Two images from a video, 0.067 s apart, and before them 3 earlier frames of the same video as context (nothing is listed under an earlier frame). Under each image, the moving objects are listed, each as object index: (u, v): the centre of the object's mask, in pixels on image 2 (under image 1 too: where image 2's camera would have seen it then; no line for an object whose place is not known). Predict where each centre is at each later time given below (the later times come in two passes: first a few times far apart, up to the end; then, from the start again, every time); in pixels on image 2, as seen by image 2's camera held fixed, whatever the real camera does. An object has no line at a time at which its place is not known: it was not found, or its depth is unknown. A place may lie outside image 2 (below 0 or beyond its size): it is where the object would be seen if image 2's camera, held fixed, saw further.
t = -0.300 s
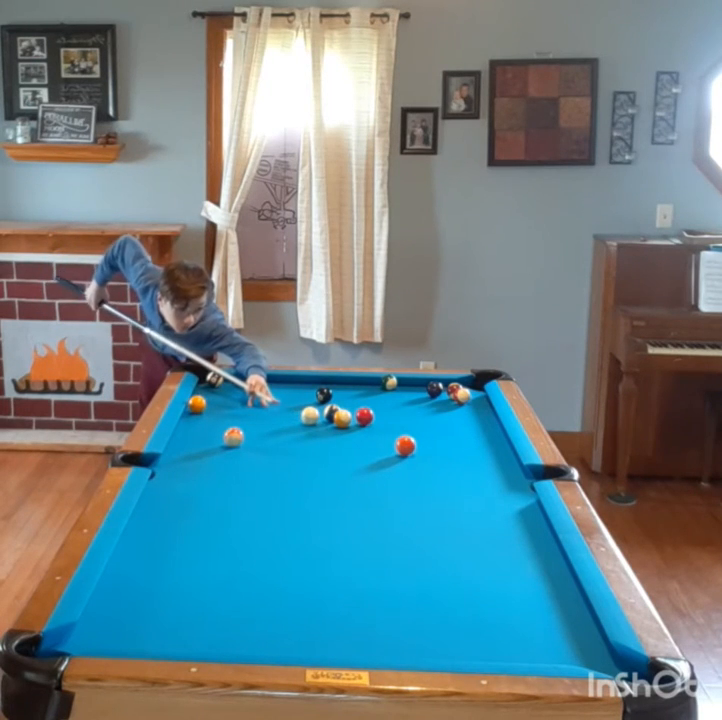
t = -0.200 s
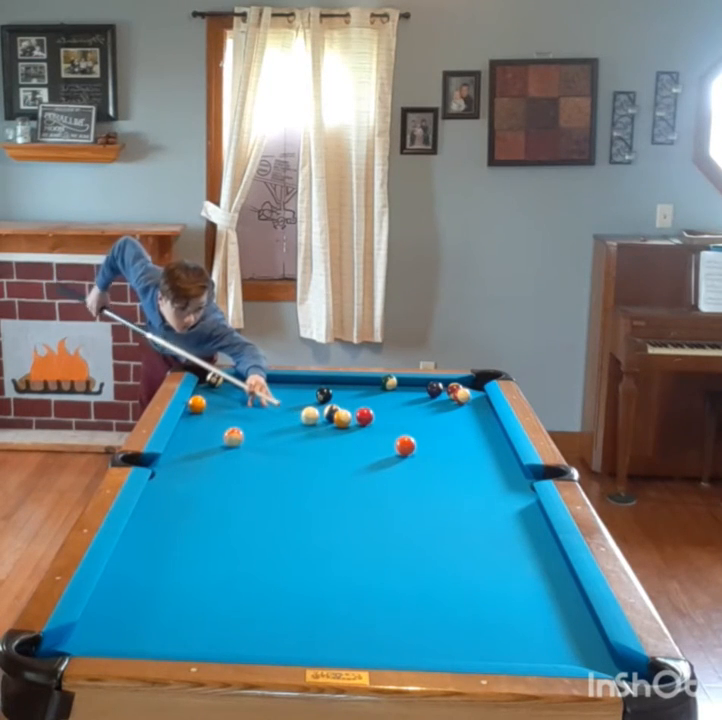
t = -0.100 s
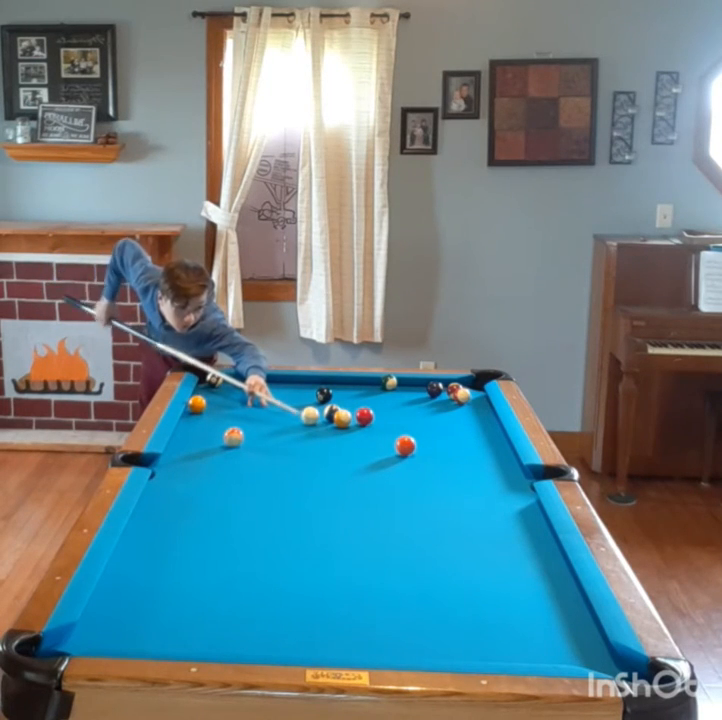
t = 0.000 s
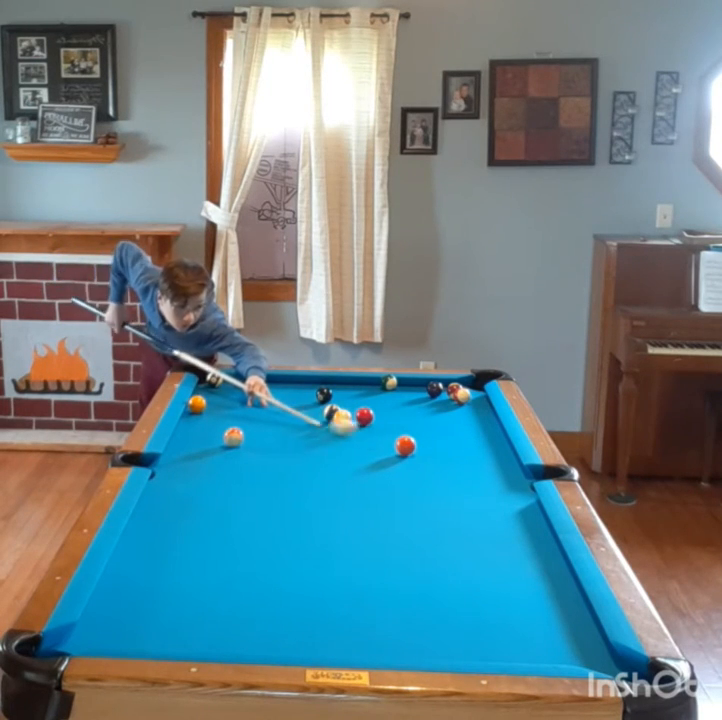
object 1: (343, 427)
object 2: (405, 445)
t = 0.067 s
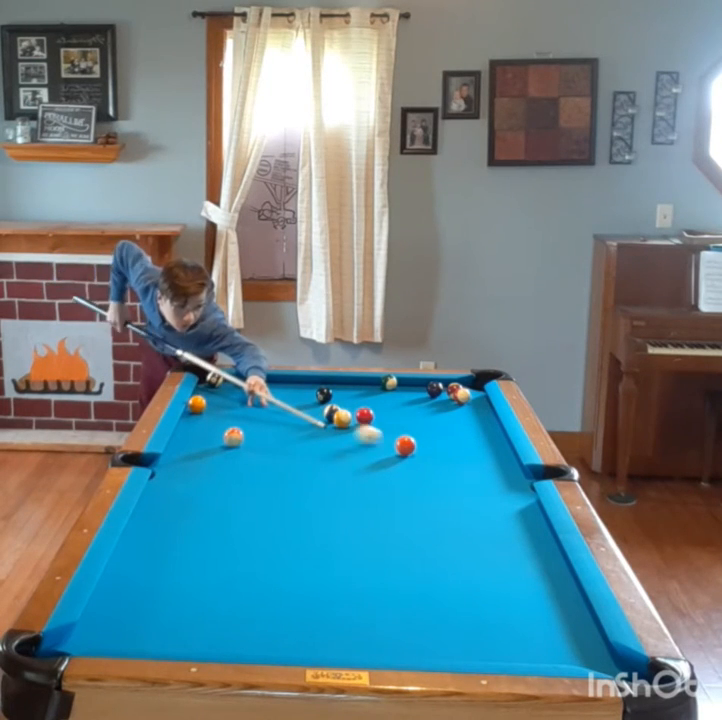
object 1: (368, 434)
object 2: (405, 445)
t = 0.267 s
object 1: (384, 444)
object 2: (455, 457)
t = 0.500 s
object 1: (379, 447)
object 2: (526, 474)
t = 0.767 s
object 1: (373, 451)
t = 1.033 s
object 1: (367, 453)
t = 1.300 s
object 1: (363, 456)
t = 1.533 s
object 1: (359, 457)
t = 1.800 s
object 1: (356, 459)
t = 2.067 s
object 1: (355, 461)
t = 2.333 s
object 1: (354, 461)
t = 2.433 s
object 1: (354, 462)
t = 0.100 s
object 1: (380, 438)
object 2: (405, 445)
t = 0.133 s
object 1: (388, 442)
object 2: (410, 446)
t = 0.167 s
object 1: (387, 442)
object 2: (421, 449)
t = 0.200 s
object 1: (386, 443)
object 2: (433, 451)
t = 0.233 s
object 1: (385, 443)
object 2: (444, 454)
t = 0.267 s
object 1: (384, 444)
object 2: (455, 457)
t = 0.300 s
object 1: (384, 444)
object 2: (465, 459)
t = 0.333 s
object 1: (383, 445)
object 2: (475, 461)
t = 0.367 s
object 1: (382, 445)
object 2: (485, 464)
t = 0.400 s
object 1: (381, 446)
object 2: (496, 467)
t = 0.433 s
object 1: (380, 446)
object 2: (506, 470)
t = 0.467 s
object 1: (380, 447)
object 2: (516, 472)
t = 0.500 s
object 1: (379, 447)
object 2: (526, 474)
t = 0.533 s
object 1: (378, 448)
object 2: (535, 475)
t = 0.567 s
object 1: (377, 448)
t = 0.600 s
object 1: (376, 449)
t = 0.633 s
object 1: (376, 449)
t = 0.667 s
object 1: (375, 449)
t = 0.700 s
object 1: (374, 450)
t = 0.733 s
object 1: (374, 450)
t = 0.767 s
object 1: (373, 451)
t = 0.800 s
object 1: (372, 451)
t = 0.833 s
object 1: (372, 451)
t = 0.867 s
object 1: (371, 452)
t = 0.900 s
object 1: (370, 452)
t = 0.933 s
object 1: (370, 453)
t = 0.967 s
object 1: (369, 453)
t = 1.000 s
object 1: (368, 453)
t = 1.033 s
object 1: (367, 453)
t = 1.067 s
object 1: (367, 454)
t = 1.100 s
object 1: (366, 454)
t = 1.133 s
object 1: (366, 454)
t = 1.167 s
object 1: (365, 455)
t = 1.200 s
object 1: (364, 455)
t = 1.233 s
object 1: (364, 455)
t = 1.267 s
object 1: (363, 456)
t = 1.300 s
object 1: (363, 456)
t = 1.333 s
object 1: (362, 456)
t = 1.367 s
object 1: (362, 456)
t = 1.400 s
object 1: (361, 457)
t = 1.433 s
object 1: (361, 457)
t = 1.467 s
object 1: (360, 457)
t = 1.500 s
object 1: (360, 457)
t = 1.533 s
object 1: (359, 457)
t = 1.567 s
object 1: (359, 458)
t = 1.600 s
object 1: (358, 458)
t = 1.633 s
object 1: (358, 458)
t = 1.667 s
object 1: (358, 458)
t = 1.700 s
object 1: (357, 459)
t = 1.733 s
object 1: (357, 459)
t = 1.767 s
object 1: (356, 459)
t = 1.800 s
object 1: (356, 459)
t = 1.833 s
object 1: (356, 459)
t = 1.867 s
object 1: (356, 459)
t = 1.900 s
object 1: (356, 460)
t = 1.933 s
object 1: (356, 460)
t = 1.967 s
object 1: (355, 460)
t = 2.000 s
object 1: (355, 460)
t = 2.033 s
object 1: (355, 460)
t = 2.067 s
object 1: (355, 461)
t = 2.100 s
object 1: (355, 460)
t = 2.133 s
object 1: (354, 461)
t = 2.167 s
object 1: (354, 461)
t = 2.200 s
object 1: (354, 461)
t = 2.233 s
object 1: (354, 461)
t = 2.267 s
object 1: (354, 461)
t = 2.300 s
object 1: (354, 461)
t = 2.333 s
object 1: (354, 461)
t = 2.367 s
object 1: (354, 461)
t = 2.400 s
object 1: (354, 461)
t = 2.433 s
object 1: (354, 462)
